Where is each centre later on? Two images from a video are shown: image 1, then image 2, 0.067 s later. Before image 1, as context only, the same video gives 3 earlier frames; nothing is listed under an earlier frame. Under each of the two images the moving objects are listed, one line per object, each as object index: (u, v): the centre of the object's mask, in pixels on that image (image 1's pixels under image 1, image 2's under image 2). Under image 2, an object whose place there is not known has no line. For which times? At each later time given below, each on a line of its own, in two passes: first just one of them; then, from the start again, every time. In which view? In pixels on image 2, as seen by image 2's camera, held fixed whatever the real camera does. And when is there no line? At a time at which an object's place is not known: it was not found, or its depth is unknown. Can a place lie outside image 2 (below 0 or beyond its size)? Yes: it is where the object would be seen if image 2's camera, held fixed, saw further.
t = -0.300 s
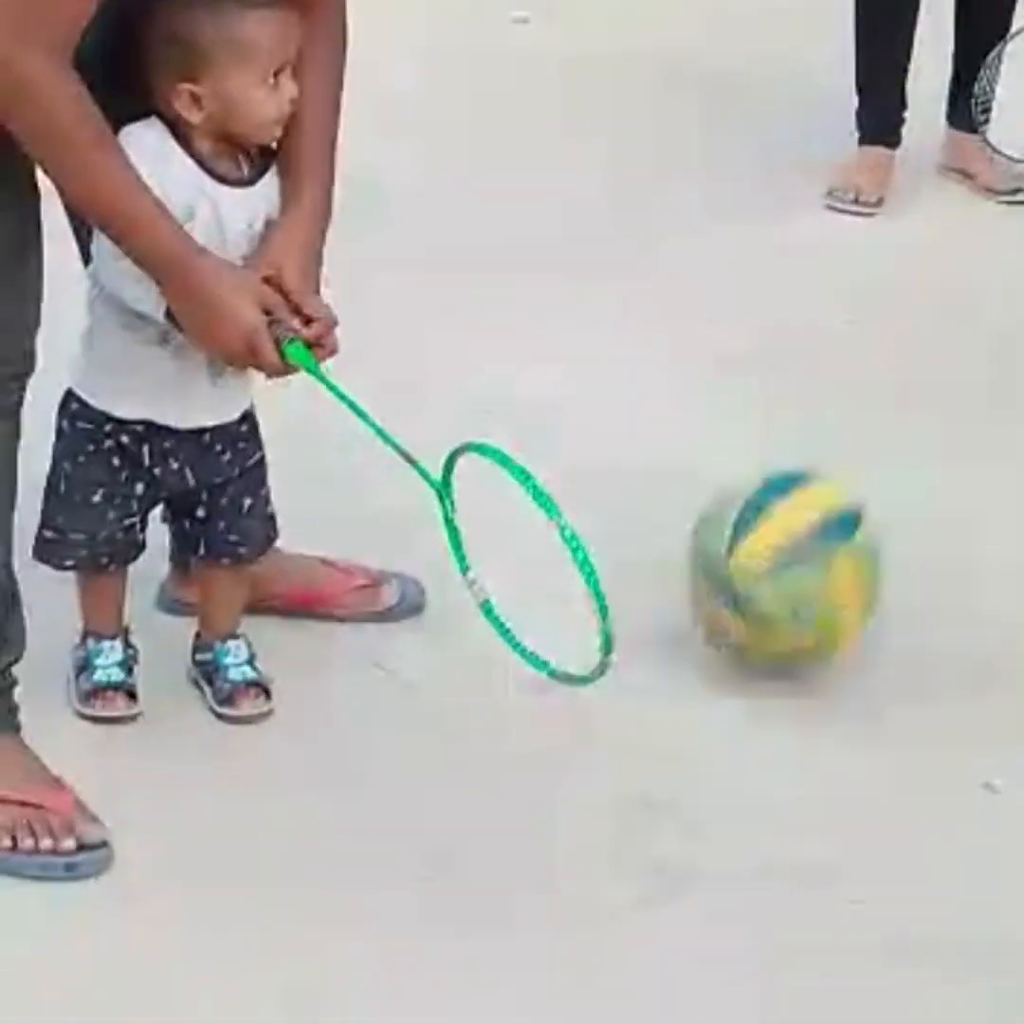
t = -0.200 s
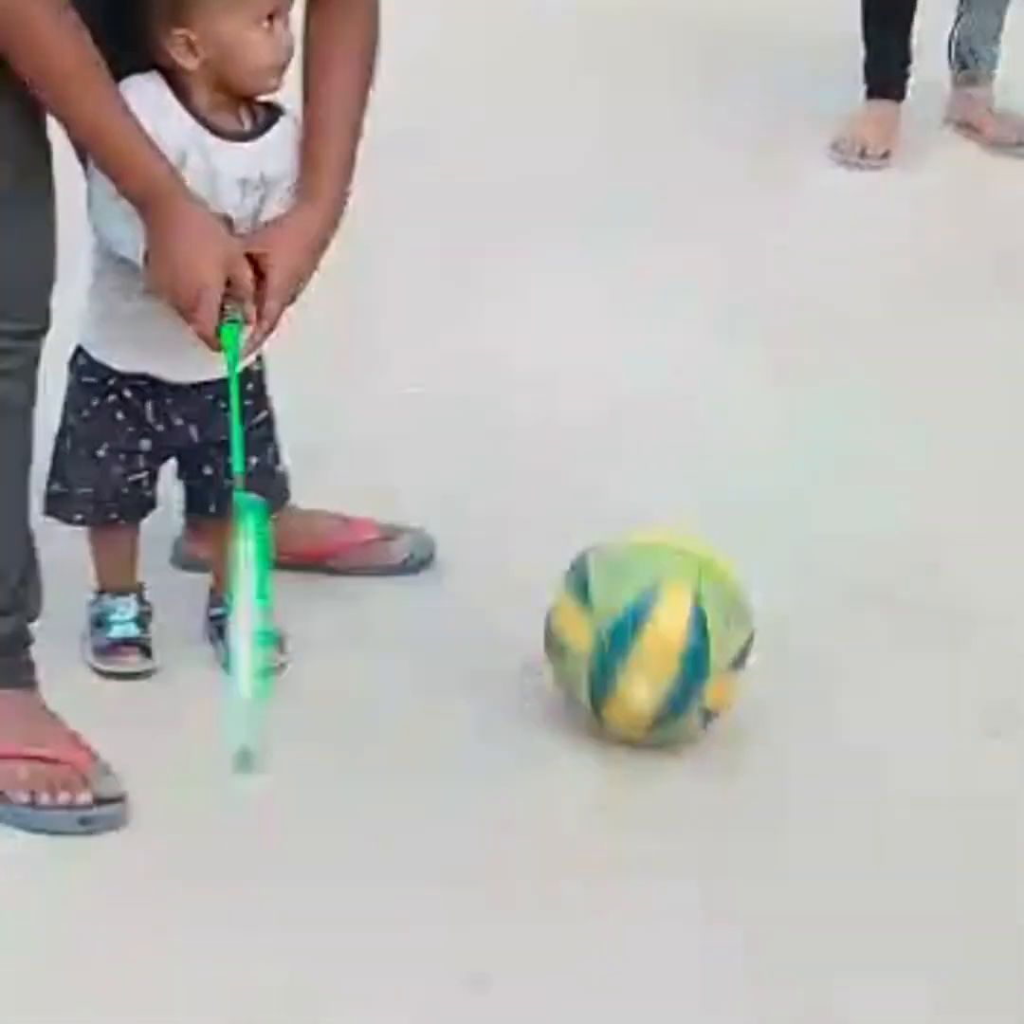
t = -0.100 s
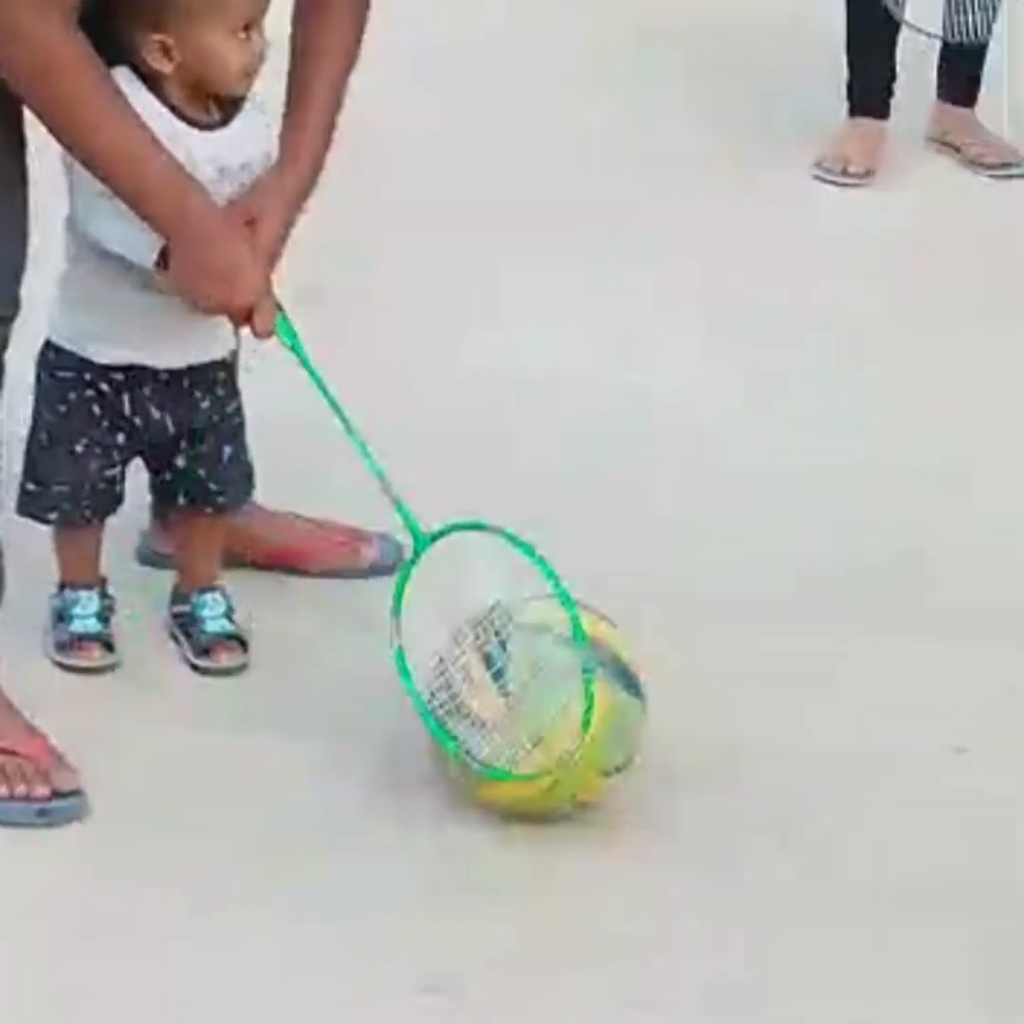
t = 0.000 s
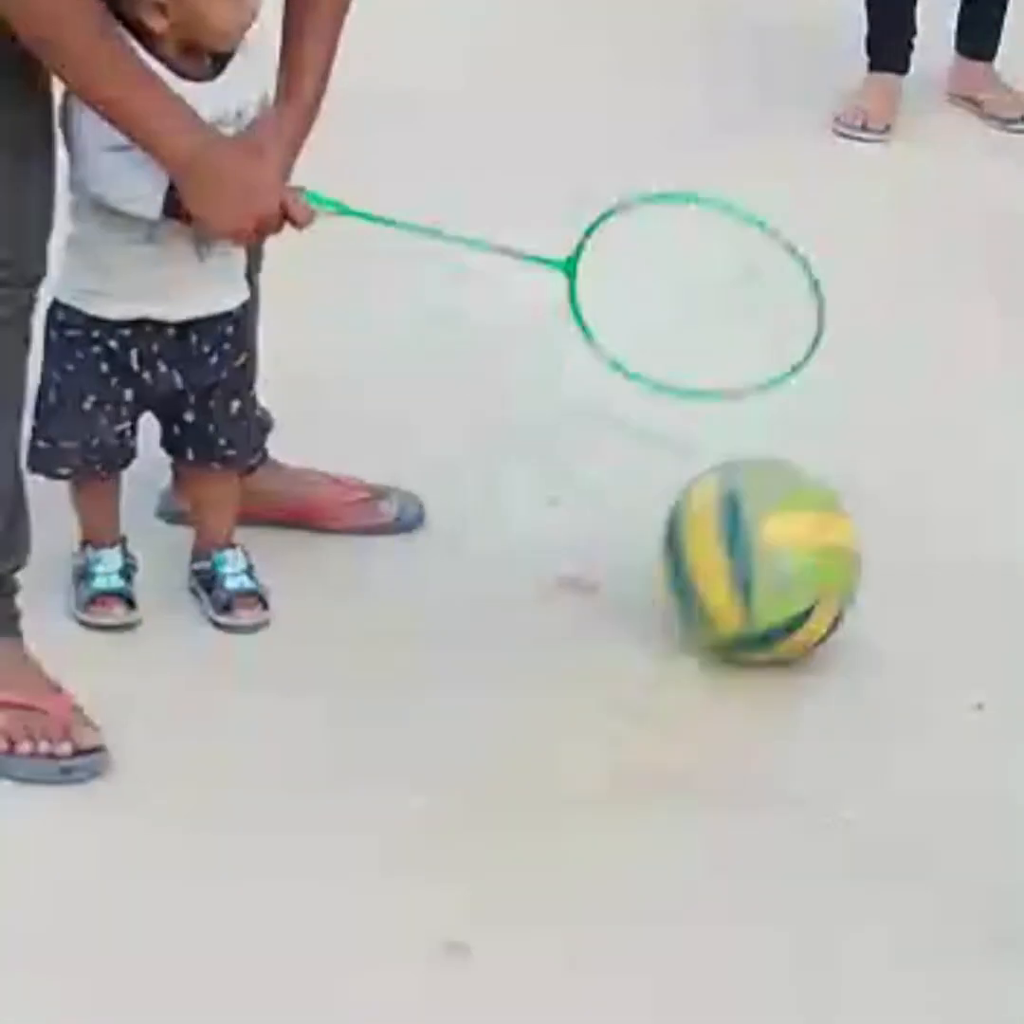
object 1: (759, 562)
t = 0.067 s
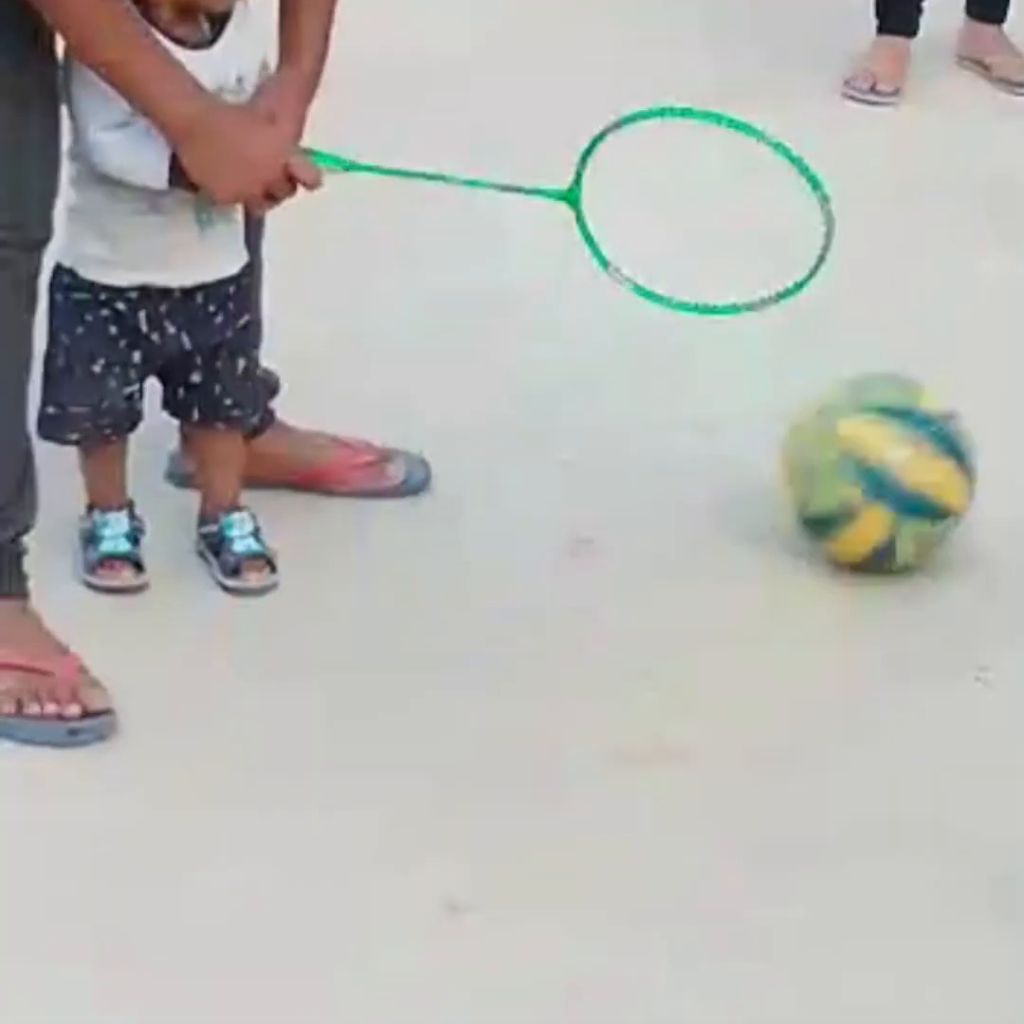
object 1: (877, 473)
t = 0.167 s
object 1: (966, 409)
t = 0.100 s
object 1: (925, 456)
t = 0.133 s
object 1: (950, 425)
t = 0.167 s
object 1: (966, 409)
